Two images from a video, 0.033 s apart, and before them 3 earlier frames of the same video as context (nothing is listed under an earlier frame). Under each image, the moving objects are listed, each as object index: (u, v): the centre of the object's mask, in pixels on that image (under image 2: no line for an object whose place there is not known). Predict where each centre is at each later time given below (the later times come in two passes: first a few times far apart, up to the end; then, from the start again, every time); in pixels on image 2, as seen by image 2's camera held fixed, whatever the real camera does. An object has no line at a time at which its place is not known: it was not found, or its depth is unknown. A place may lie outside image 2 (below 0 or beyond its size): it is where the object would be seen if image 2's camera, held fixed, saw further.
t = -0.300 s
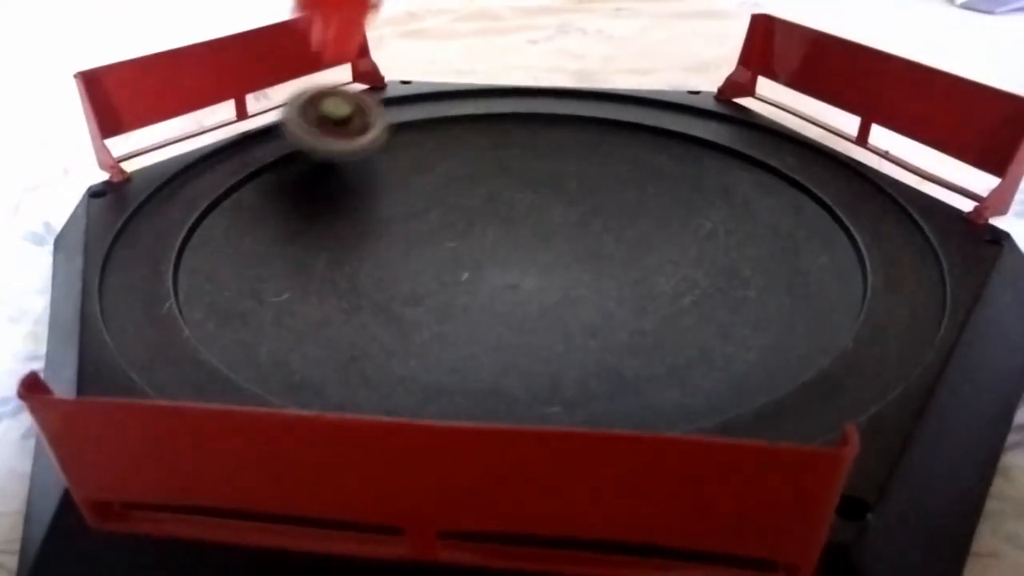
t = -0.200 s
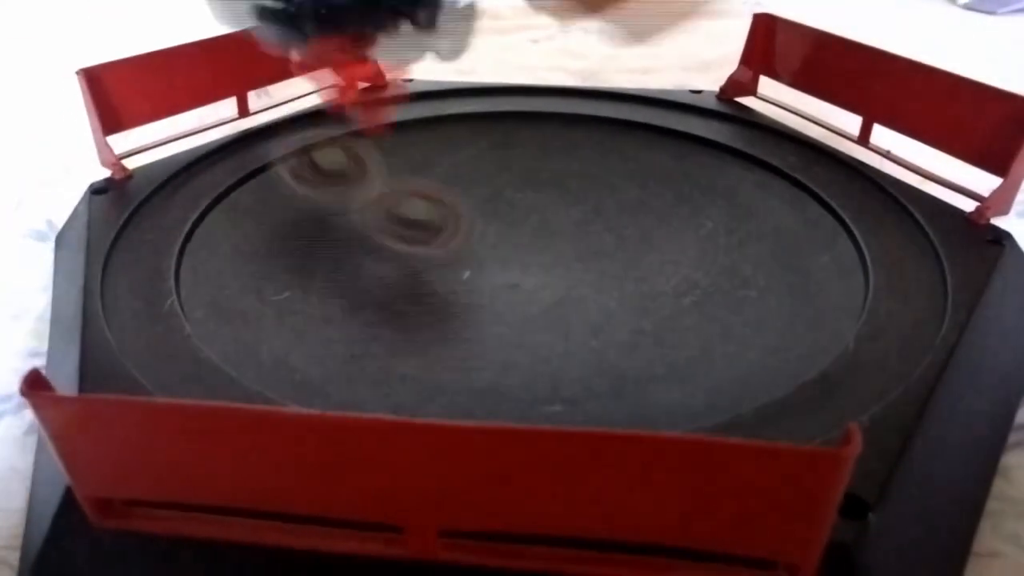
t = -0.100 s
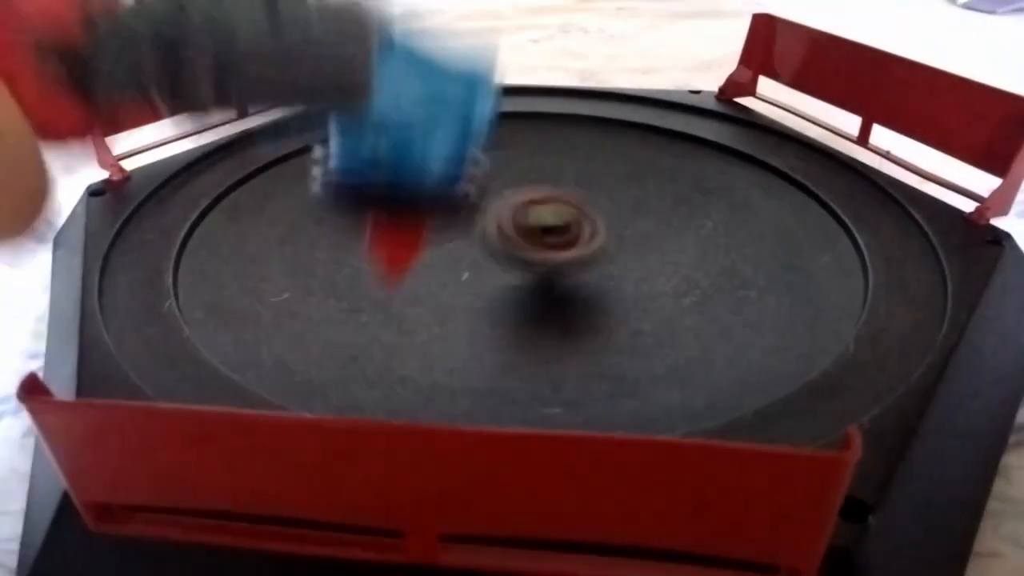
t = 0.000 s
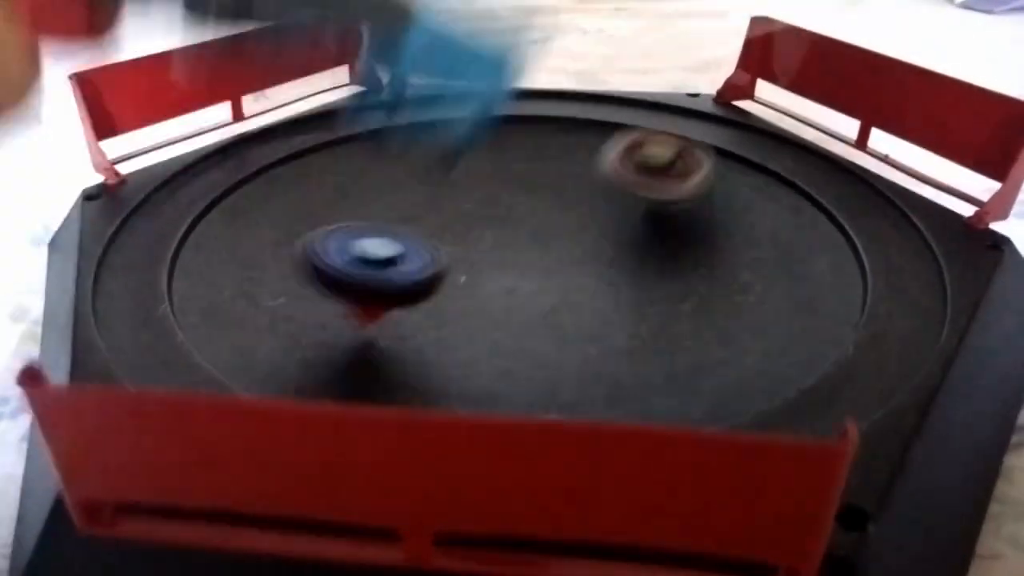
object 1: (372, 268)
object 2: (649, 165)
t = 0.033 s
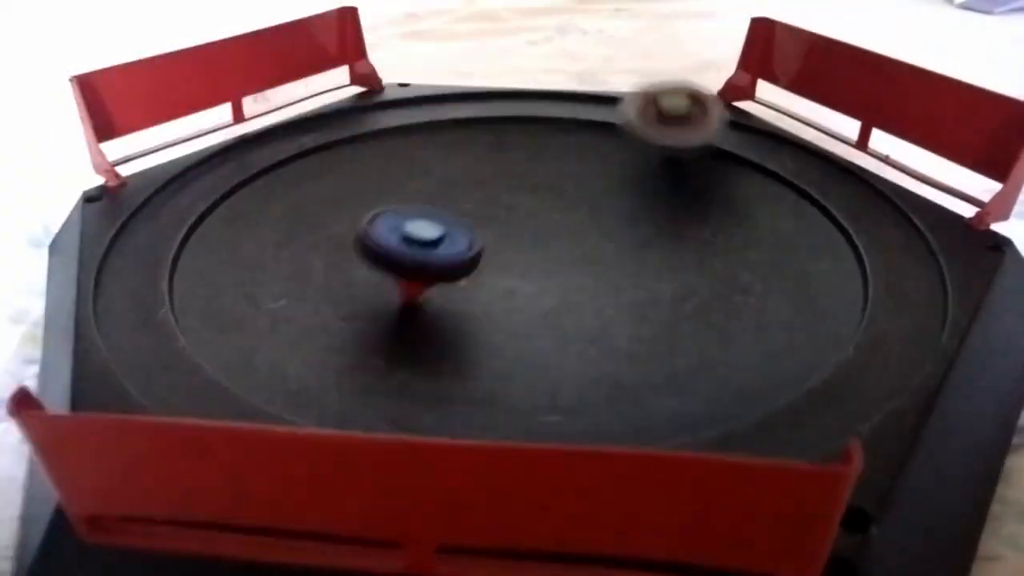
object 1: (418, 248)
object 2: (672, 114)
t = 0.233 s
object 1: (315, 119)
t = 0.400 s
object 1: (339, 238)
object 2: (590, 253)
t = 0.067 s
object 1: (427, 226)
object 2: (632, 95)
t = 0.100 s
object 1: (427, 211)
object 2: (568, 103)
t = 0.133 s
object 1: (417, 176)
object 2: (546, 100)
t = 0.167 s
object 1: (406, 162)
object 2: (532, 97)
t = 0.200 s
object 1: (357, 131)
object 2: (469, 110)
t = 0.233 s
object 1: (315, 119)
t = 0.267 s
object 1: (302, 136)
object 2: (434, 153)
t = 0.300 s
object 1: (277, 175)
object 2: (435, 183)
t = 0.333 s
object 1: (270, 182)
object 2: (438, 204)
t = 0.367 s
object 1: (271, 202)
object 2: (482, 234)
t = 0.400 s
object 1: (339, 238)
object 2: (590, 253)
